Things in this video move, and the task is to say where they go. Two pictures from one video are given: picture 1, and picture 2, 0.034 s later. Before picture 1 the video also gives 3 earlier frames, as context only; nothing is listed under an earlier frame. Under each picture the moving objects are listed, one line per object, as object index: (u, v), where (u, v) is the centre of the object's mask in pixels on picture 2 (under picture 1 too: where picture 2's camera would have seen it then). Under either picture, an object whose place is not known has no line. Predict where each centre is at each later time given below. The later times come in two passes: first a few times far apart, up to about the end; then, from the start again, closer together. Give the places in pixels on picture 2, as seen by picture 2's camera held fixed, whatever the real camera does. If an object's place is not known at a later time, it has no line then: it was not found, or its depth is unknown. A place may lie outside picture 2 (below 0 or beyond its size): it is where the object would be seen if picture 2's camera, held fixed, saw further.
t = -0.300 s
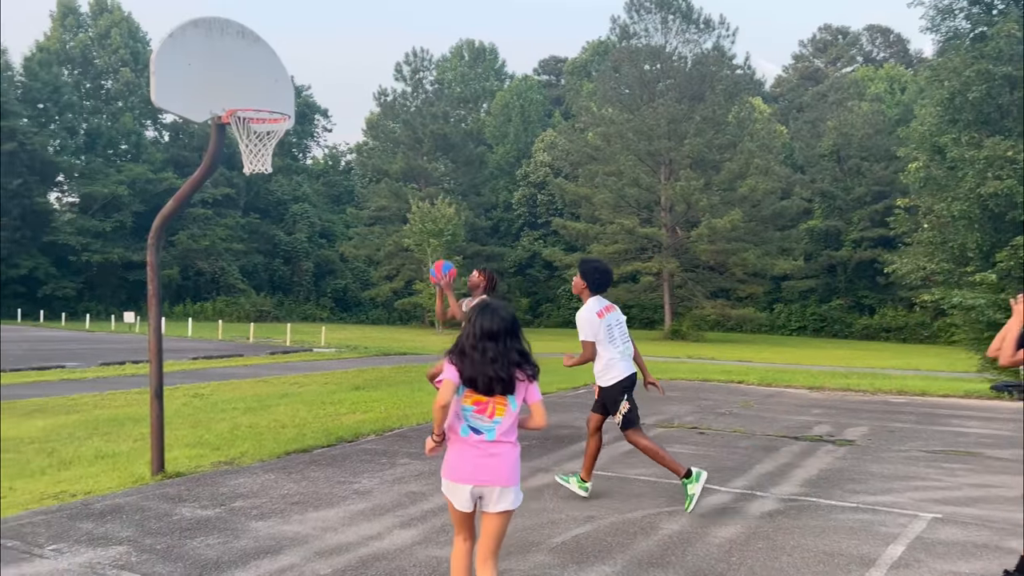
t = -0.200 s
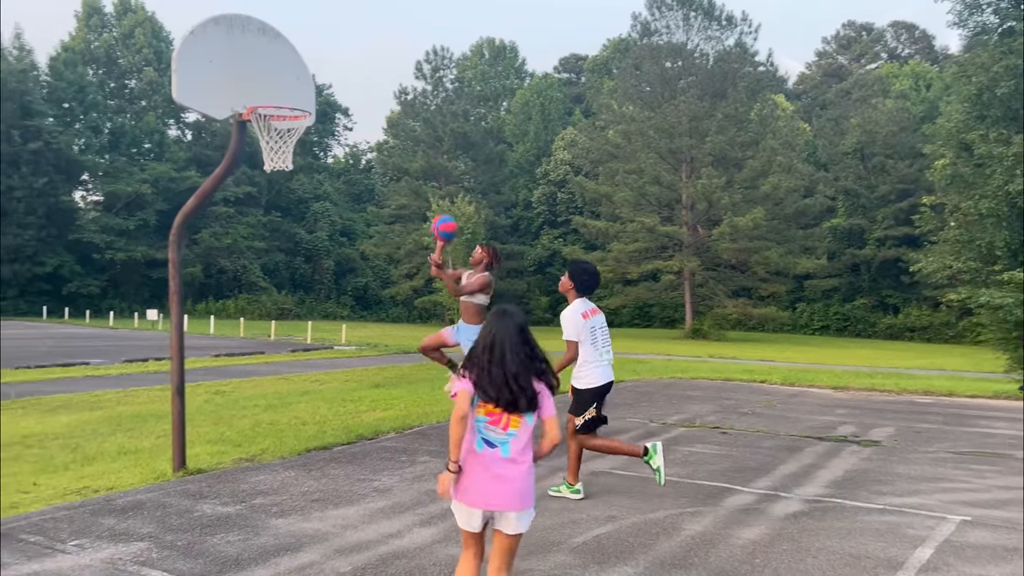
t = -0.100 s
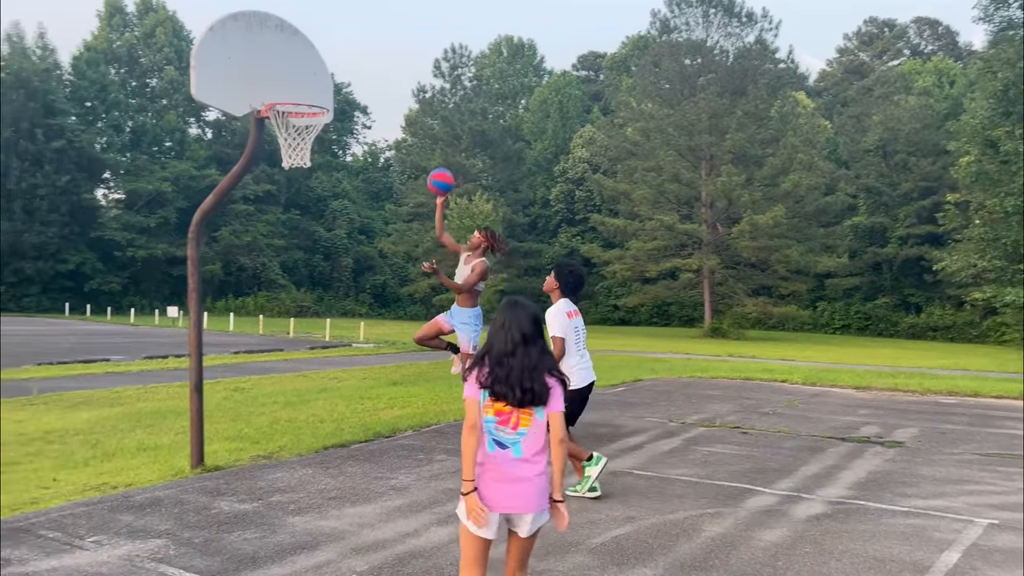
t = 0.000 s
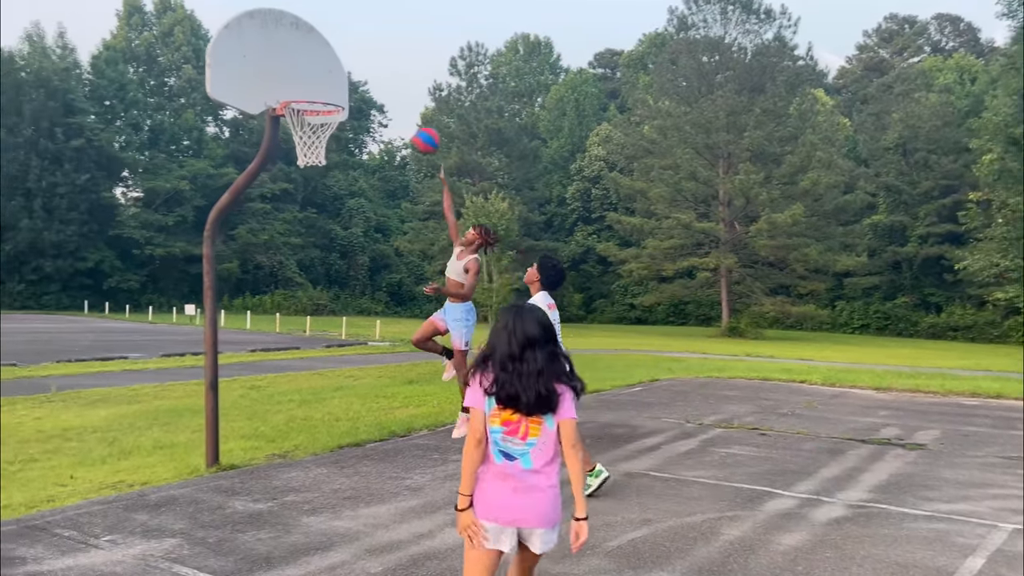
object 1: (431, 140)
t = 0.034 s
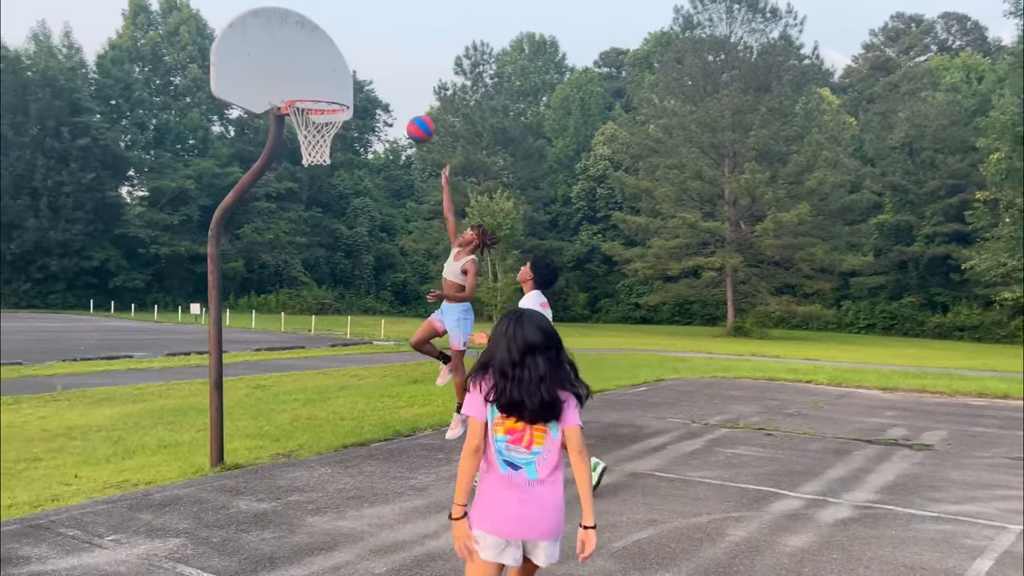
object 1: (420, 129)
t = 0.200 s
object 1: (365, 93)
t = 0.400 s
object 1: (299, 88)
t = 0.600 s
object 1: (294, 85)
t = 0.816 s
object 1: (310, 82)
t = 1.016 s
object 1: (336, 81)
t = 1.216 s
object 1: (360, 114)
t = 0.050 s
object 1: (415, 124)
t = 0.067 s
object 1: (410, 119)
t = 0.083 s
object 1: (404, 115)
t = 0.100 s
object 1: (398, 111)
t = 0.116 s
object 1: (393, 107)
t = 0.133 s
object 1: (387, 104)
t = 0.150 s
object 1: (381, 101)
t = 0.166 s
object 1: (376, 98)
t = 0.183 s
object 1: (370, 95)
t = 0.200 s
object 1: (365, 93)
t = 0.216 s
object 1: (360, 90)
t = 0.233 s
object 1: (354, 89)
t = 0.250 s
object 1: (349, 87)
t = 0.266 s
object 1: (343, 87)
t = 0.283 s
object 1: (337, 87)
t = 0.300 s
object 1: (331, 86)
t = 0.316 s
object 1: (326, 86)
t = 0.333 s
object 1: (320, 86)
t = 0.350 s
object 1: (315, 86)
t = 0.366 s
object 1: (309, 86)
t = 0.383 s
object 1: (303, 87)
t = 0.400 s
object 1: (299, 88)
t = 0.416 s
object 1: (299, 88)
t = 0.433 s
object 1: (298, 87)
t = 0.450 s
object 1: (297, 86)
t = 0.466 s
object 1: (297, 86)
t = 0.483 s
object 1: (296, 86)
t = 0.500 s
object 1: (296, 86)
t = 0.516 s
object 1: (295, 86)
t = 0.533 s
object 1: (295, 86)
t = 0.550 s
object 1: (294, 86)
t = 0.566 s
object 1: (294, 86)
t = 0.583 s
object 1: (294, 85)
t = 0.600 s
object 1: (294, 85)
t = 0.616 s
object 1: (294, 85)
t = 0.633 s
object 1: (294, 85)
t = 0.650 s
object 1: (295, 85)
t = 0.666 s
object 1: (296, 84)
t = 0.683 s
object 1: (297, 84)
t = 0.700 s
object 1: (297, 84)
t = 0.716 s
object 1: (299, 84)
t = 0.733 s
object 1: (300, 84)
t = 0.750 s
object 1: (302, 83)
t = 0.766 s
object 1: (304, 83)
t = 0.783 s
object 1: (306, 83)
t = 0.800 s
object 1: (308, 83)
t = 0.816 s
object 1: (310, 82)
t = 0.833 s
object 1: (312, 82)
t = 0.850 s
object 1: (314, 82)
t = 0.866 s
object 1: (317, 81)
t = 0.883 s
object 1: (319, 81)
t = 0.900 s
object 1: (321, 81)
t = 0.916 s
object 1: (324, 80)
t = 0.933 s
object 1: (326, 80)
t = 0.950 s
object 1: (328, 80)
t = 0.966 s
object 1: (330, 79)
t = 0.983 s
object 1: (332, 80)
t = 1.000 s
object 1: (335, 80)
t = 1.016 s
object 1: (336, 81)
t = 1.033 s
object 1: (339, 82)
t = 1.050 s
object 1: (340, 83)
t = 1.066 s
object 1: (342, 84)
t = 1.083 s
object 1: (344, 86)
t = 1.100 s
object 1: (346, 88)
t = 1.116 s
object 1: (348, 91)
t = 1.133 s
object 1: (350, 93)
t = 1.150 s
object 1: (352, 97)
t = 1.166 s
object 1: (354, 100)
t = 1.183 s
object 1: (356, 104)
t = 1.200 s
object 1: (357, 109)
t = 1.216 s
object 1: (360, 114)
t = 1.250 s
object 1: (363, 124)
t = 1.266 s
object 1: (364, 129)
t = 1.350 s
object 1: (374, 164)
